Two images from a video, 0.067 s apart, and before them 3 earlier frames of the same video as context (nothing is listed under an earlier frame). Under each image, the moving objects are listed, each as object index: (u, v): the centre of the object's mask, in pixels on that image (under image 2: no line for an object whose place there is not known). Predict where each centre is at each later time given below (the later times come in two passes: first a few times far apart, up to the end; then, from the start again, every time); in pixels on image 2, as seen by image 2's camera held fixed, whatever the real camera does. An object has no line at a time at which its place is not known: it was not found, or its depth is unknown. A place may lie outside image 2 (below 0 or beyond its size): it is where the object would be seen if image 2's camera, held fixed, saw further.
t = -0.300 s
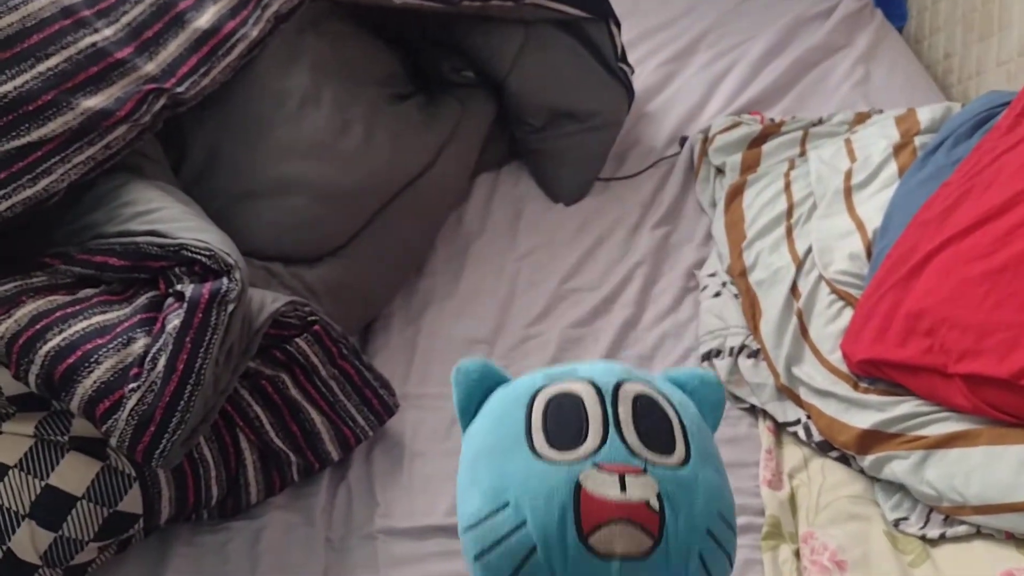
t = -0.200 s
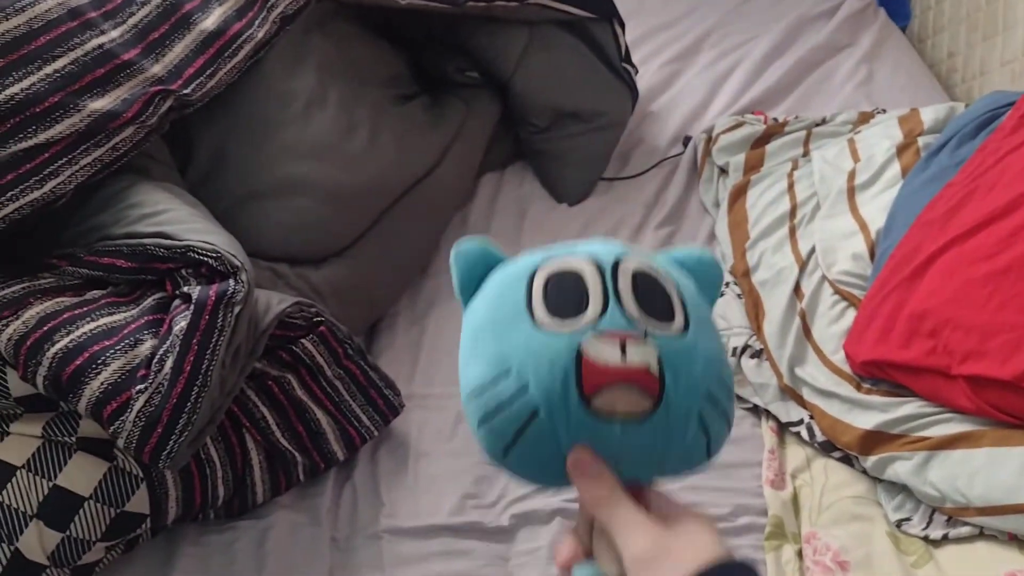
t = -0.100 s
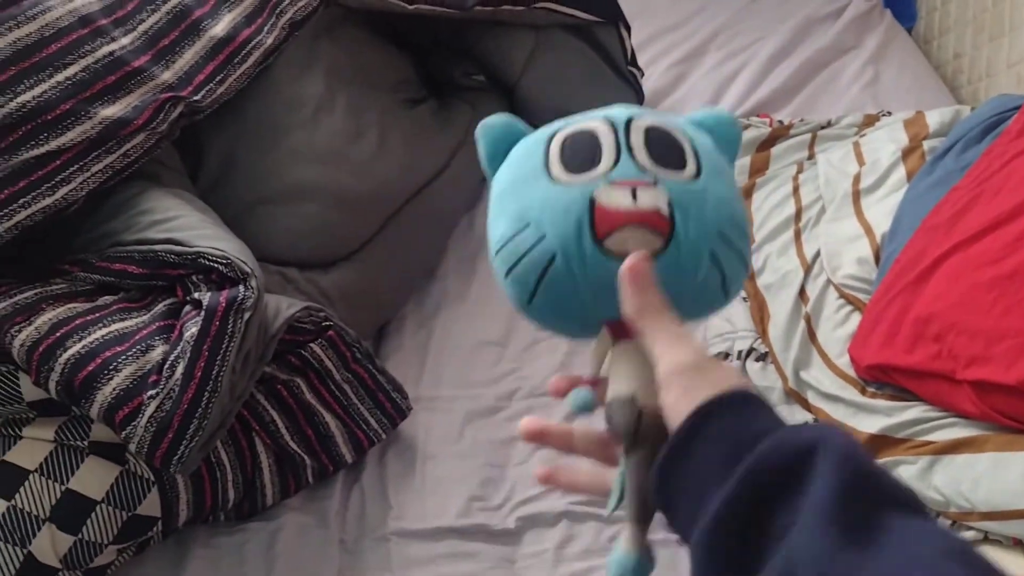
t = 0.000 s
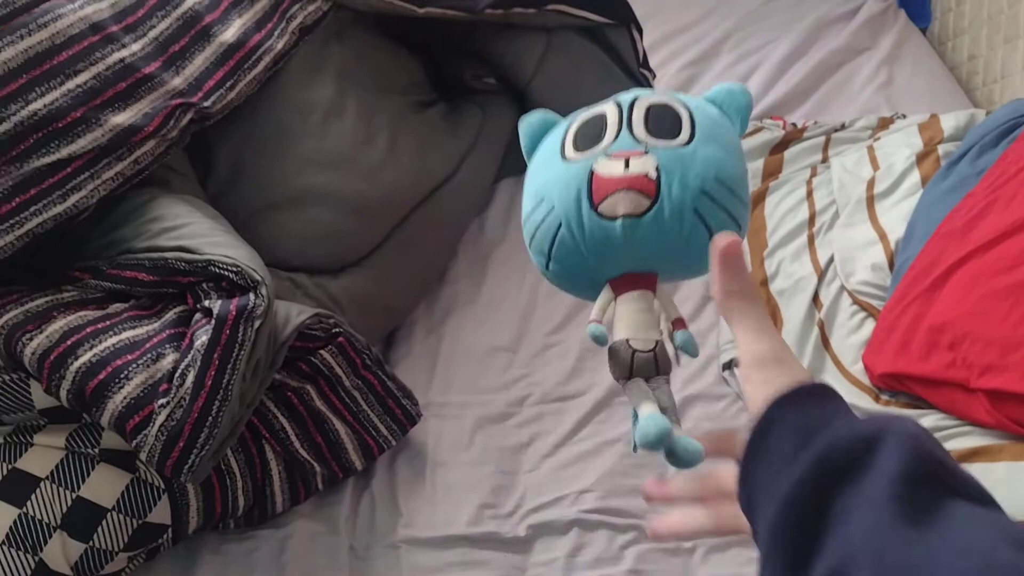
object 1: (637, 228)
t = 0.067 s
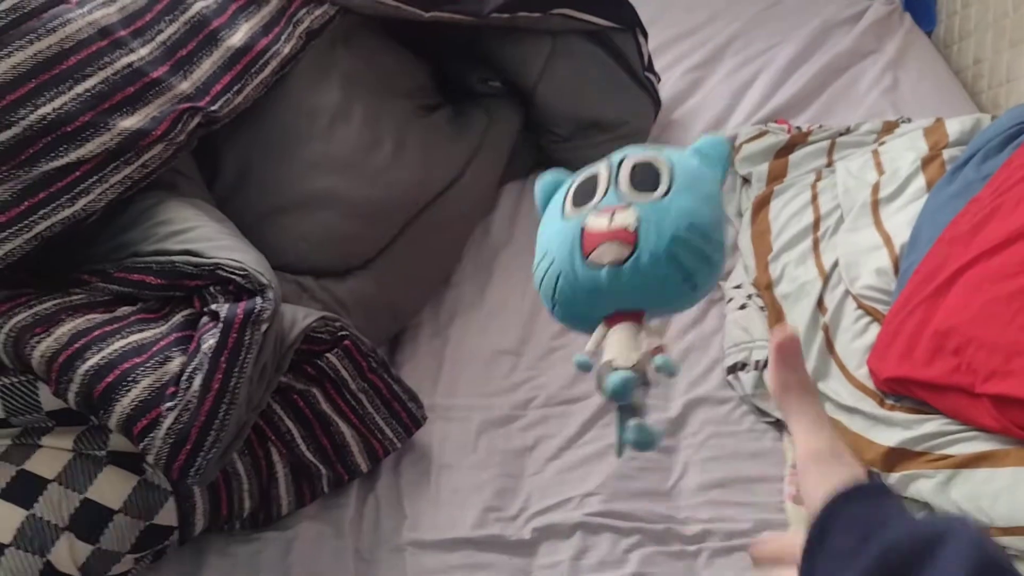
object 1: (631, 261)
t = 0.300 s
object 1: (648, 382)
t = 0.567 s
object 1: (756, 443)
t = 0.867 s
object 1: (787, 463)
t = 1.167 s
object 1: (786, 464)
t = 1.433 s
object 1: (783, 468)
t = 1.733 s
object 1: (783, 469)
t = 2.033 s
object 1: (783, 469)
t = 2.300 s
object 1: (783, 468)
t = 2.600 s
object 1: (783, 468)
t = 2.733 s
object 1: (783, 467)
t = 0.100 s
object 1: (622, 290)
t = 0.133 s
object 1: (612, 326)
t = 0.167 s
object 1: (601, 367)
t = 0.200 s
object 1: (590, 408)
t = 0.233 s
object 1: (609, 398)
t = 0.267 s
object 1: (631, 383)
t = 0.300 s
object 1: (648, 382)
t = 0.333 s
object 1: (666, 386)
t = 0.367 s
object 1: (681, 397)
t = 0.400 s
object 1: (696, 412)
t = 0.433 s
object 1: (707, 420)
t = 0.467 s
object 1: (720, 424)
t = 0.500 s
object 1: (731, 432)
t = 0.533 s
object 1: (742, 438)
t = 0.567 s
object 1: (756, 443)
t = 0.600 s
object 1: (770, 452)
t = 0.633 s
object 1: (782, 460)
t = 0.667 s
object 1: (791, 462)
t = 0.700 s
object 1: (792, 463)
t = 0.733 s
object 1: (791, 462)
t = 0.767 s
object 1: (789, 462)
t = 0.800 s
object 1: (788, 462)
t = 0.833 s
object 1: (787, 463)
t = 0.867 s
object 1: (787, 463)
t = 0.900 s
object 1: (787, 463)
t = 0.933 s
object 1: (787, 463)
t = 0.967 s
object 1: (787, 464)
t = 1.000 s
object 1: (787, 464)
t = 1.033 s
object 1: (787, 464)
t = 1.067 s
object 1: (786, 464)
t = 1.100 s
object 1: (786, 464)
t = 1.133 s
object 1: (786, 464)
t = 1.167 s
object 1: (786, 464)
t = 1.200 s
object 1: (786, 464)
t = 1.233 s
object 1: (786, 465)
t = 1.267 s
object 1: (785, 465)
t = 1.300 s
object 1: (785, 466)
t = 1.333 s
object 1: (785, 466)
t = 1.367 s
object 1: (784, 467)
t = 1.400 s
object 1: (784, 468)
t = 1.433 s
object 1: (783, 468)
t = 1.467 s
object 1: (783, 469)
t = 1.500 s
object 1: (783, 469)
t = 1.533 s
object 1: (783, 469)
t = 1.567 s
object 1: (783, 469)
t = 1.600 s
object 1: (783, 469)
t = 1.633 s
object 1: (783, 469)
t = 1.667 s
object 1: (783, 469)
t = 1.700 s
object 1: (783, 469)
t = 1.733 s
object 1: (783, 469)
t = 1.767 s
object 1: (783, 469)
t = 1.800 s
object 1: (783, 469)
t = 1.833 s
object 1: (783, 469)
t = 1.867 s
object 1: (783, 469)
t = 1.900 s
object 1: (783, 469)
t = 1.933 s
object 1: (784, 469)
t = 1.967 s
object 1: (783, 469)
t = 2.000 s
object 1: (783, 469)
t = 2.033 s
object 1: (783, 469)
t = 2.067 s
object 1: (783, 469)
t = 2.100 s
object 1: (783, 469)
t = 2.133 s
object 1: (783, 469)
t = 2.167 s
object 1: (783, 469)
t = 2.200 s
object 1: (783, 469)
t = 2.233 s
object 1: (783, 469)
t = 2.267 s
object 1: (783, 468)
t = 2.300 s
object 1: (783, 468)
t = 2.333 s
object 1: (783, 468)
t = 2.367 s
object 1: (783, 468)
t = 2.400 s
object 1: (783, 468)
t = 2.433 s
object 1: (783, 468)
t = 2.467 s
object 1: (783, 468)
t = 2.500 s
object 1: (783, 468)
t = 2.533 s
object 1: (783, 468)
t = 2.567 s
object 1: (783, 467)
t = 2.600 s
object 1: (783, 468)
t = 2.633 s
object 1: (783, 467)
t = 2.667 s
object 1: (783, 467)
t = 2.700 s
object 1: (783, 467)
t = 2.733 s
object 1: (783, 467)
